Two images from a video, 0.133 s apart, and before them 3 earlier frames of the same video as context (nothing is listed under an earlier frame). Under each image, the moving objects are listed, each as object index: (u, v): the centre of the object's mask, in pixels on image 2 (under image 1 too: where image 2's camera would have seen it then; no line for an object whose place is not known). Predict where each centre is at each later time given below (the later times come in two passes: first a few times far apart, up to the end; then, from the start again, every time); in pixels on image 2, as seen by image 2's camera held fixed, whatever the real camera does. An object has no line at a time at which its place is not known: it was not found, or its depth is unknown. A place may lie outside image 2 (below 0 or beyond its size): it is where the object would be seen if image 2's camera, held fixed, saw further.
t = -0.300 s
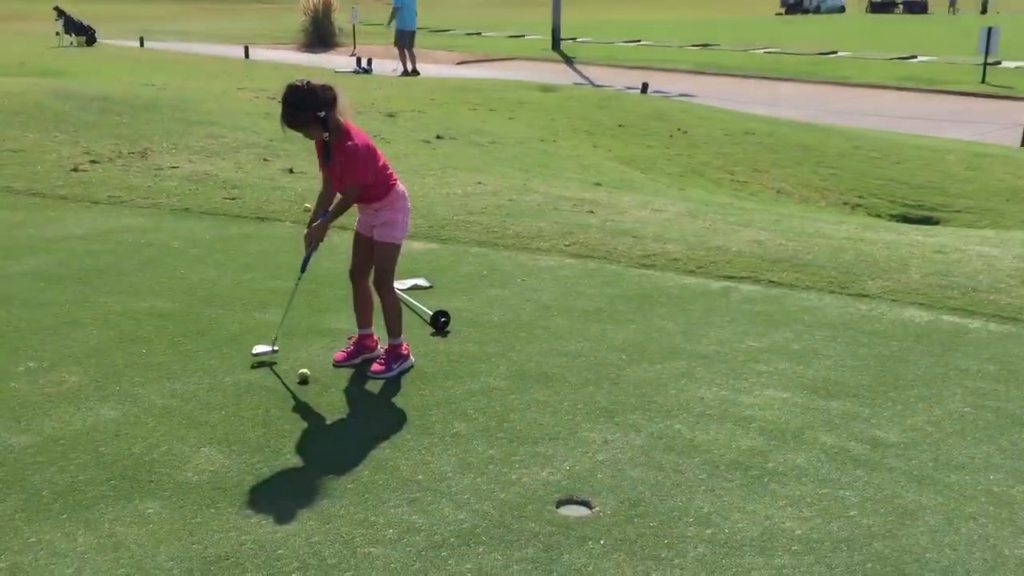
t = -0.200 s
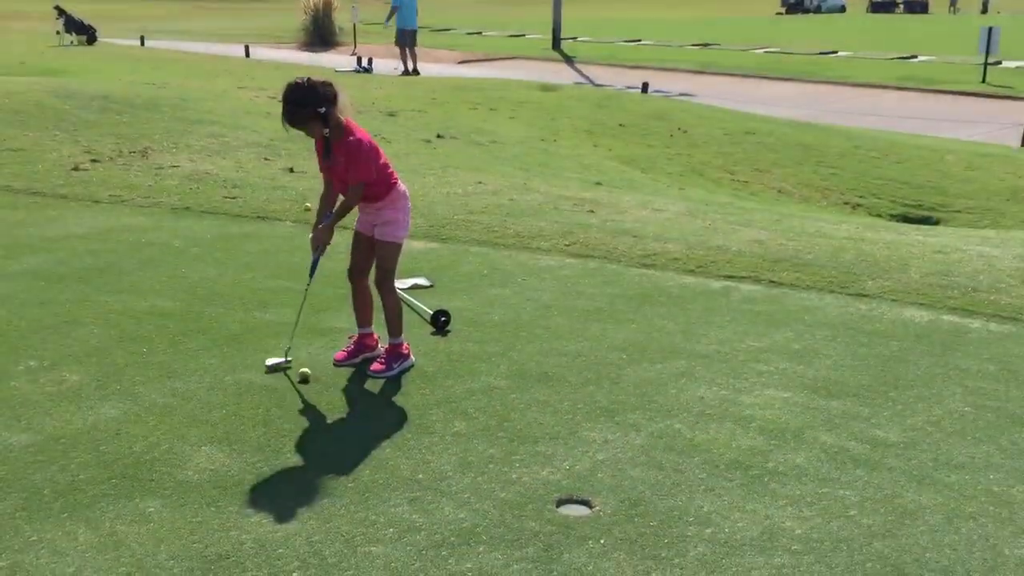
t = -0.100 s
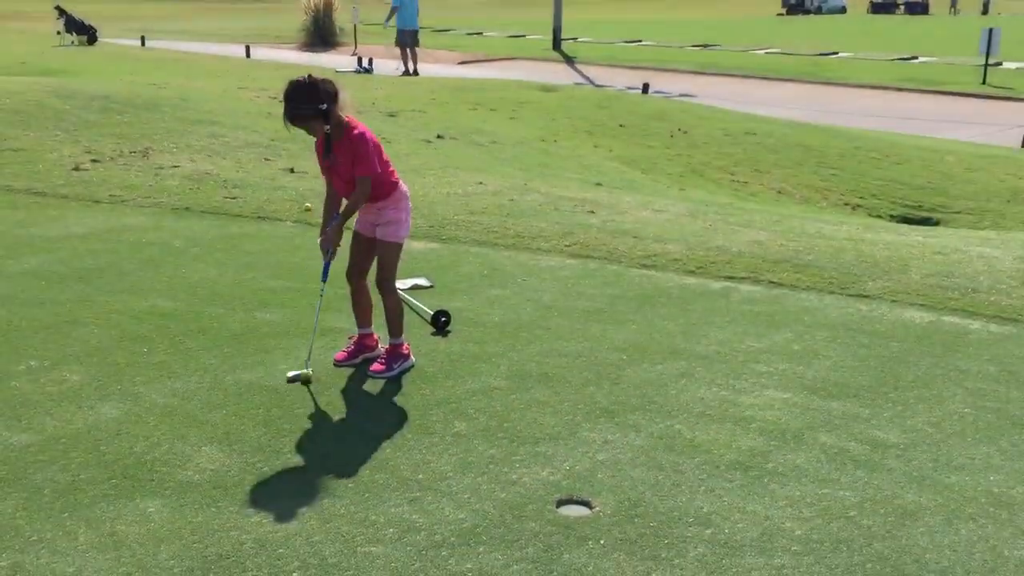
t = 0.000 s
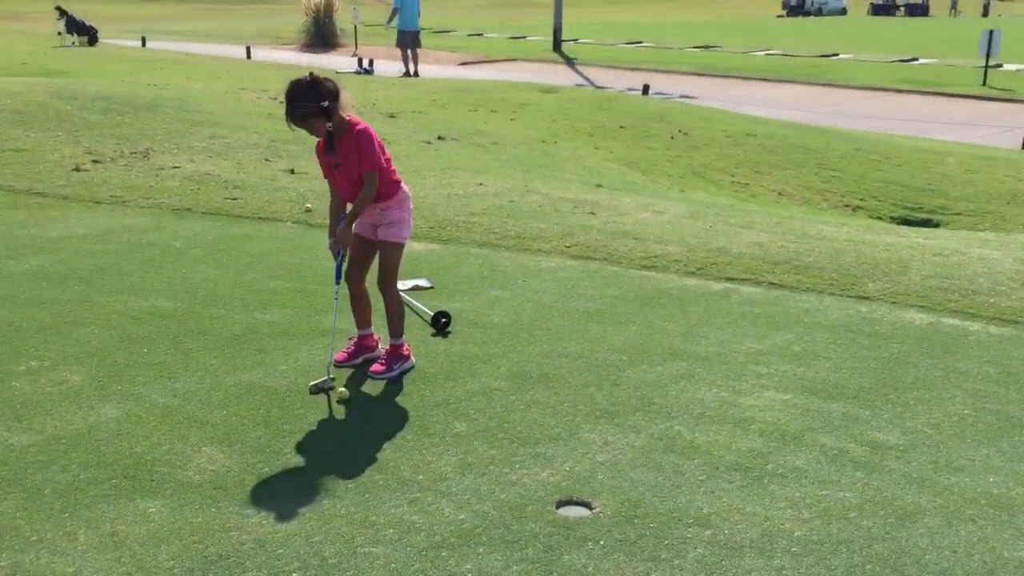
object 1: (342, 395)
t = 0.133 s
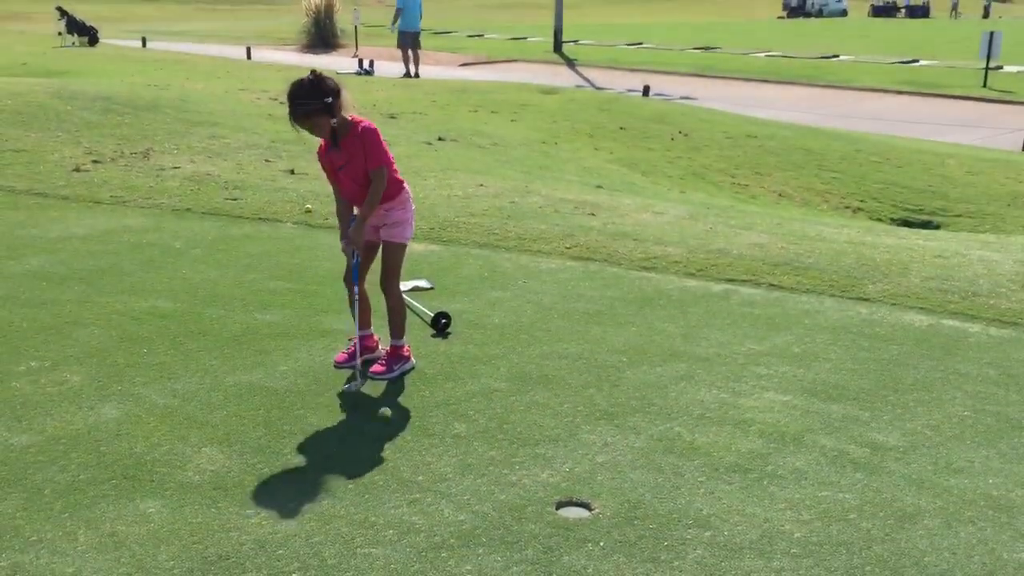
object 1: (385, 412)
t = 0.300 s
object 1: (439, 441)
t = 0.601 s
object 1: (547, 487)
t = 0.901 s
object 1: (602, 512)
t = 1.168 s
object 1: (634, 530)
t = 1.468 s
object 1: (657, 545)
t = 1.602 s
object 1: (665, 548)
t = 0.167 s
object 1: (395, 419)
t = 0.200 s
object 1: (406, 424)
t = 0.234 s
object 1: (416, 429)
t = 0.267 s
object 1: (429, 436)
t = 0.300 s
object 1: (439, 441)
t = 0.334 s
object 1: (451, 447)
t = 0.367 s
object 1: (462, 451)
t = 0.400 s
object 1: (474, 455)
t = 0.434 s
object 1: (485, 460)
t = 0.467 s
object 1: (498, 466)
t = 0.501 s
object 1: (510, 472)
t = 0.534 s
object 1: (522, 476)
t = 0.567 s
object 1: (534, 482)
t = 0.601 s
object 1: (547, 487)
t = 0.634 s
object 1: (559, 492)
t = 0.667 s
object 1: (572, 496)
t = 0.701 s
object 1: (585, 503)
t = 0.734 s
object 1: (590, 503)
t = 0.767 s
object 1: (593, 497)
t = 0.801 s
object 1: (594, 497)
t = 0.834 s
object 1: (597, 498)
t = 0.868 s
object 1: (599, 505)
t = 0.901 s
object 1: (602, 512)
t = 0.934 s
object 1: (605, 514)
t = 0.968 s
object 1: (610, 516)
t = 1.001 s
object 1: (613, 518)
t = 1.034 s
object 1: (618, 522)
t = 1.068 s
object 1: (622, 523)
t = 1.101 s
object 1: (626, 525)
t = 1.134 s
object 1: (630, 528)
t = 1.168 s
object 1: (634, 530)
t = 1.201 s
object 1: (637, 532)
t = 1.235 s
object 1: (640, 534)
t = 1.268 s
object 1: (643, 535)
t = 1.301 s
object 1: (645, 537)
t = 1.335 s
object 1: (648, 539)
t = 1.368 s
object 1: (650, 541)
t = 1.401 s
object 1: (652, 542)
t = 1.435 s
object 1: (655, 544)
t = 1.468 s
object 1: (657, 545)
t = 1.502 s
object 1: (659, 547)
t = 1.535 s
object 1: (662, 548)
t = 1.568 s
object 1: (663, 548)
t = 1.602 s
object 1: (665, 548)
